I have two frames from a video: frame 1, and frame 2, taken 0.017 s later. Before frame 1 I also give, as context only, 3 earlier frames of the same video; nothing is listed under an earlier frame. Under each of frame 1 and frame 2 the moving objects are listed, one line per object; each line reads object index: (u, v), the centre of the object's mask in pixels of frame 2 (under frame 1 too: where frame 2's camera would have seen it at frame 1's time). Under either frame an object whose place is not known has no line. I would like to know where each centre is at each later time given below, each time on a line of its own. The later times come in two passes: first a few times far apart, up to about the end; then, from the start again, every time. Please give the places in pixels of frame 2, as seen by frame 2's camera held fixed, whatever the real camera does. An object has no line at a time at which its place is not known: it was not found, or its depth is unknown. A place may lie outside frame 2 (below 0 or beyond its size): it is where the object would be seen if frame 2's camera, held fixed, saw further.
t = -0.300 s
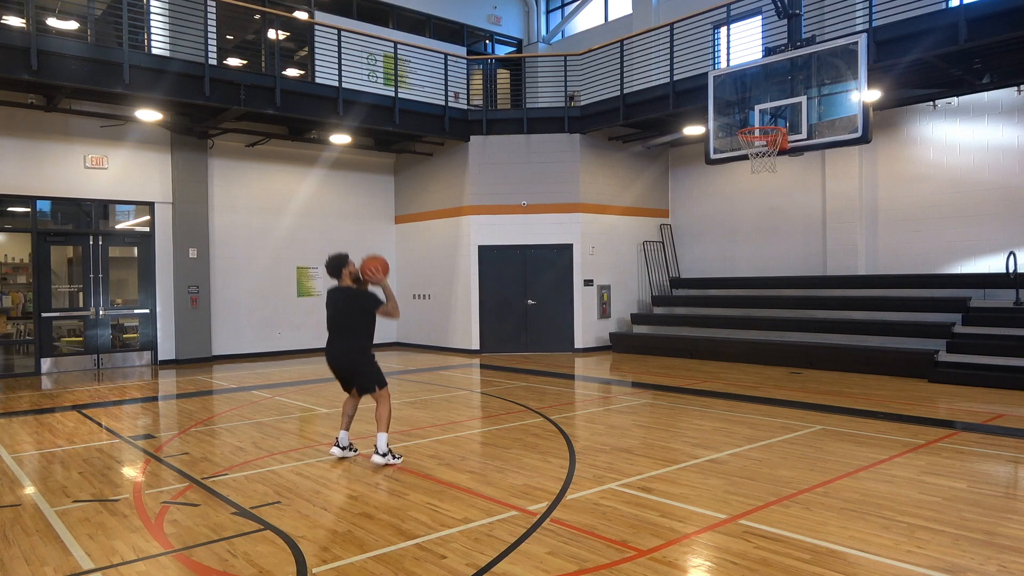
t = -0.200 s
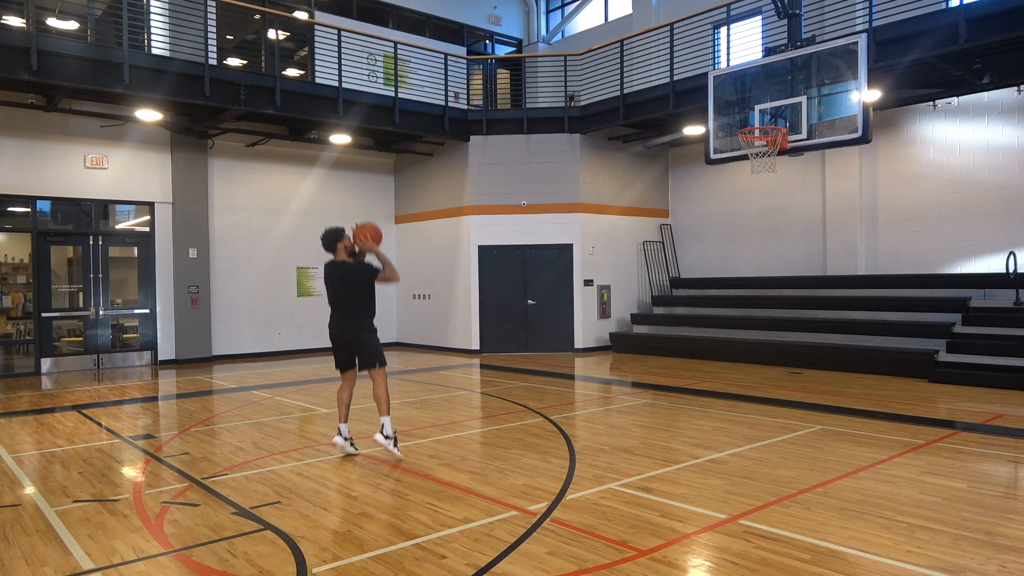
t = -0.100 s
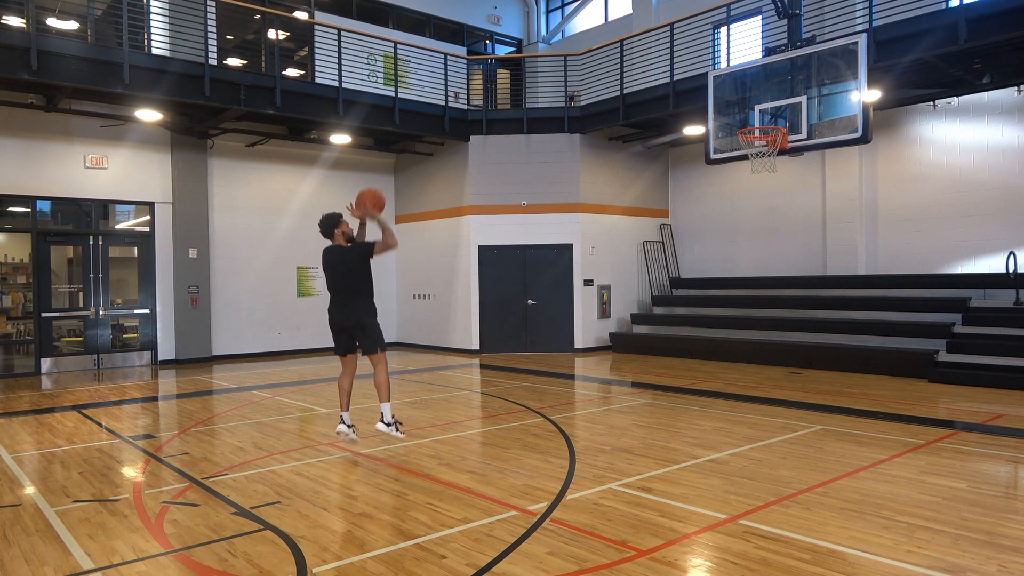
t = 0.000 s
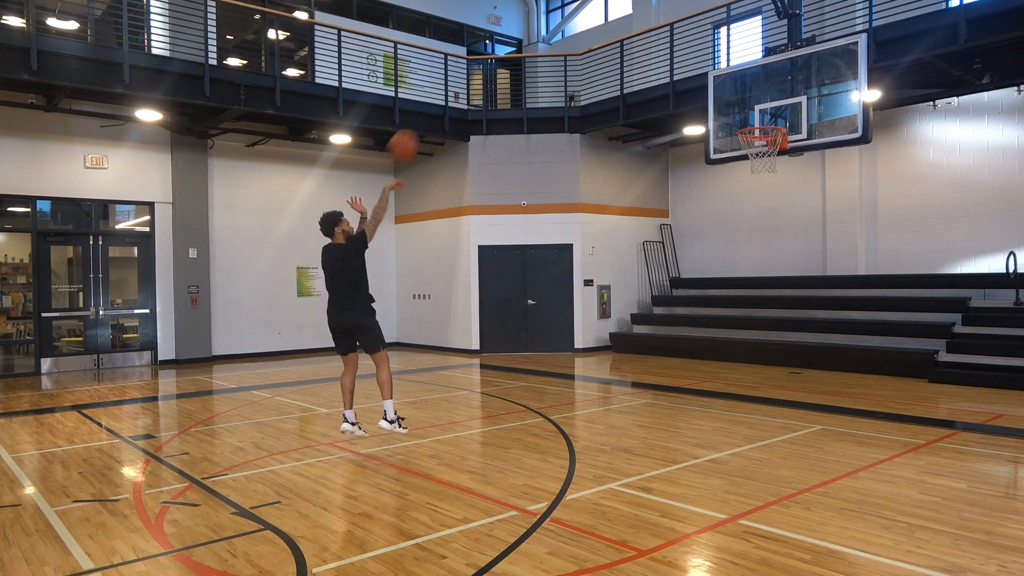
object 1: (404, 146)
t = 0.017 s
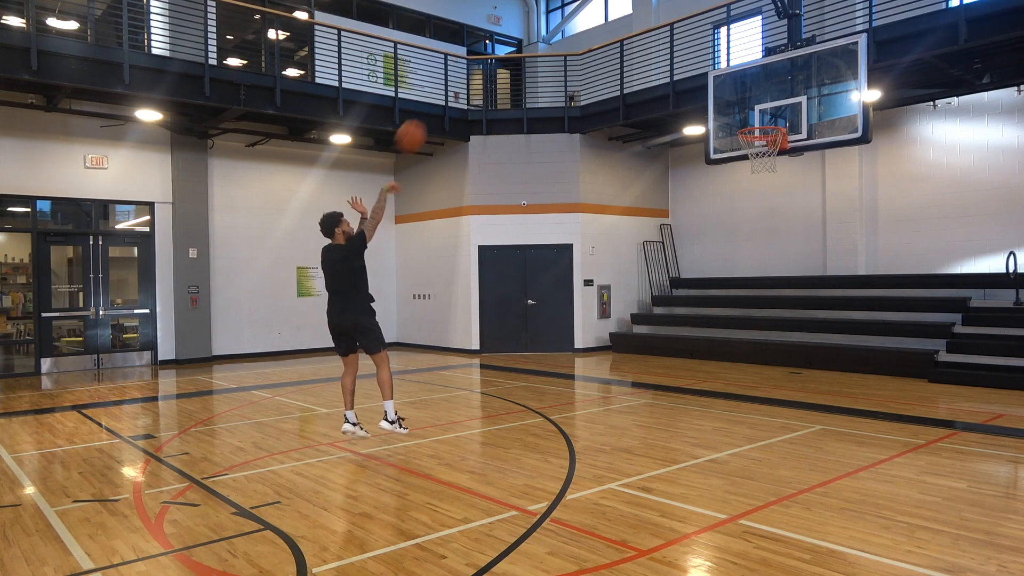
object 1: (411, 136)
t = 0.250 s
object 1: (511, 37)
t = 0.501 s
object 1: (605, 8)
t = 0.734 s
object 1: (683, 32)
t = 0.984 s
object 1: (758, 113)
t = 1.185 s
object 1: (751, 193)
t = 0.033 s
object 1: (418, 127)
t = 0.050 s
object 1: (426, 119)
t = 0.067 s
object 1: (432, 111)
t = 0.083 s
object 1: (440, 102)
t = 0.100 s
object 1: (448, 92)
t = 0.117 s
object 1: (455, 85)
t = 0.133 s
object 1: (463, 77)
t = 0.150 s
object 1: (470, 71)
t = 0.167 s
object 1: (477, 64)
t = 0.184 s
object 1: (483, 58)
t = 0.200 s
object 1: (490, 53)
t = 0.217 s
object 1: (497, 47)
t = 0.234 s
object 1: (504, 42)
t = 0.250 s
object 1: (511, 37)
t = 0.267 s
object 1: (518, 33)
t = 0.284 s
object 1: (524, 29)
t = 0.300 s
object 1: (530, 25)
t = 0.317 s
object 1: (537, 21)
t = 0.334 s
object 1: (544, 19)
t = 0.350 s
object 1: (550, 16)
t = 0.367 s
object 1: (556, 13)
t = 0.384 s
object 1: (563, 12)
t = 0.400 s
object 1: (569, 10)
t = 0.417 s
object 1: (574, 10)
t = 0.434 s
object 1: (581, 9)
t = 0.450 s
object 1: (587, 8)
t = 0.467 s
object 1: (593, 8)
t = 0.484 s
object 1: (599, 8)
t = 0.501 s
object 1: (605, 8)
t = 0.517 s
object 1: (611, 8)
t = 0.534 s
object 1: (616, 8)
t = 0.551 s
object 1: (623, 9)
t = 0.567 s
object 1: (629, 10)
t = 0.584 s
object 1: (635, 10)
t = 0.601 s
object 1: (641, 11)
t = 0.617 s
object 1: (645, 12)
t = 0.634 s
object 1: (651, 14)
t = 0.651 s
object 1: (656, 17)
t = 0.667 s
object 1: (662, 19)
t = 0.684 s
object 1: (667, 22)
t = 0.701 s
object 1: (673, 25)
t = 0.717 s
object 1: (678, 28)
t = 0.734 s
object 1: (683, 32)
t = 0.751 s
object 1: (689, 36)
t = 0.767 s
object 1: (694, 40)
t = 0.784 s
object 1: (699, 44)
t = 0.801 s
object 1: (704, 49)
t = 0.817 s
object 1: (709, 53)
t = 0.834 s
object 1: (714, 59)
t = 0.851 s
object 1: (719, 65)
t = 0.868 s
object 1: (724, 71)
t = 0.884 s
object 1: (730, 76)
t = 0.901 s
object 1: (735, 81)
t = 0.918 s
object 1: (739, 87)
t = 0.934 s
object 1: (744, 93)
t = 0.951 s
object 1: (748, 99)
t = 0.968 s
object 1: (752, 105)
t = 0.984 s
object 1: (758, 113)
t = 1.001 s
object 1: (764, 119)
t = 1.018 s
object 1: (768, 121)
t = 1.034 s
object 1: (771, 136)
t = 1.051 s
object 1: (772, 139)
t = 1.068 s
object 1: (771, 142)
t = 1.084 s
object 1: (769, 146)
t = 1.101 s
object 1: (764, 160)
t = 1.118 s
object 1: (761, 164)
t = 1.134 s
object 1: (758, 172)
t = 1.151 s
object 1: (756, 179)
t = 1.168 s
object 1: (753, 185)
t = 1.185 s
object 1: (751, 193)
